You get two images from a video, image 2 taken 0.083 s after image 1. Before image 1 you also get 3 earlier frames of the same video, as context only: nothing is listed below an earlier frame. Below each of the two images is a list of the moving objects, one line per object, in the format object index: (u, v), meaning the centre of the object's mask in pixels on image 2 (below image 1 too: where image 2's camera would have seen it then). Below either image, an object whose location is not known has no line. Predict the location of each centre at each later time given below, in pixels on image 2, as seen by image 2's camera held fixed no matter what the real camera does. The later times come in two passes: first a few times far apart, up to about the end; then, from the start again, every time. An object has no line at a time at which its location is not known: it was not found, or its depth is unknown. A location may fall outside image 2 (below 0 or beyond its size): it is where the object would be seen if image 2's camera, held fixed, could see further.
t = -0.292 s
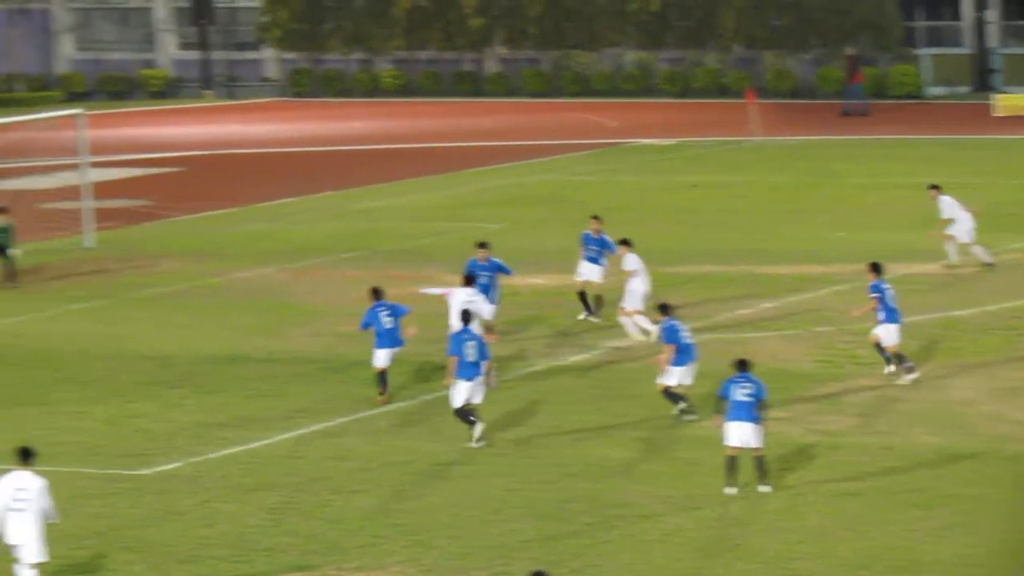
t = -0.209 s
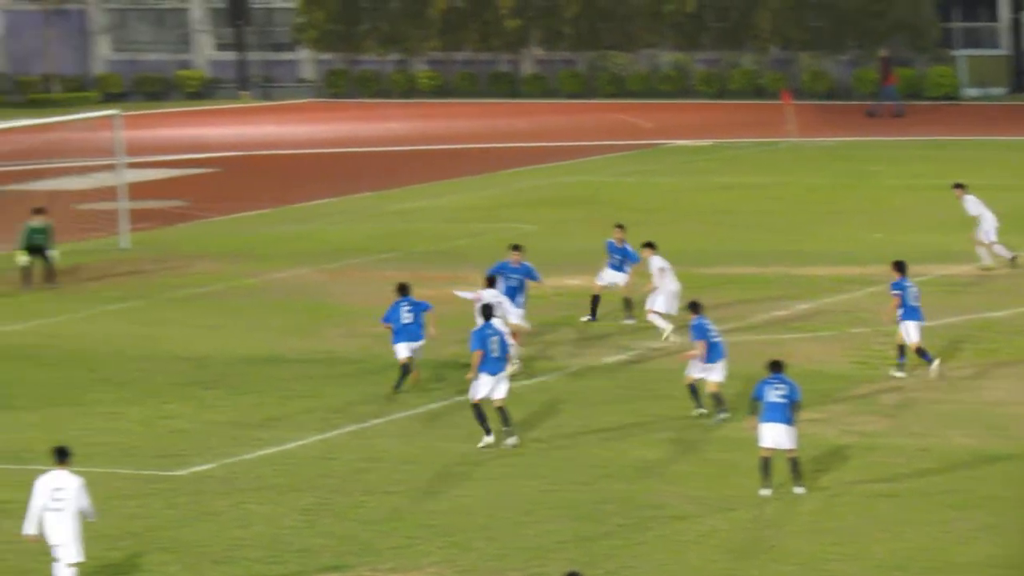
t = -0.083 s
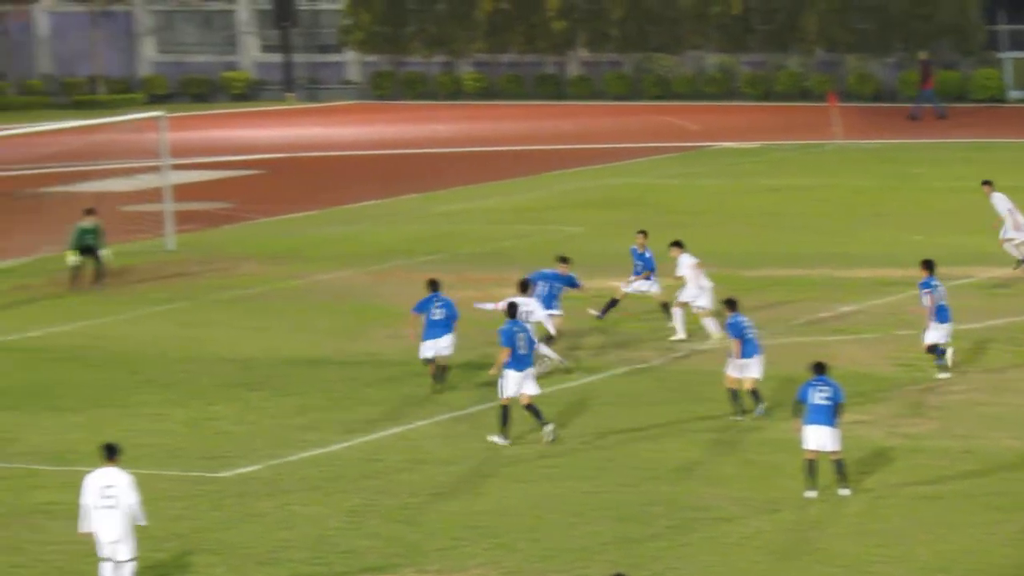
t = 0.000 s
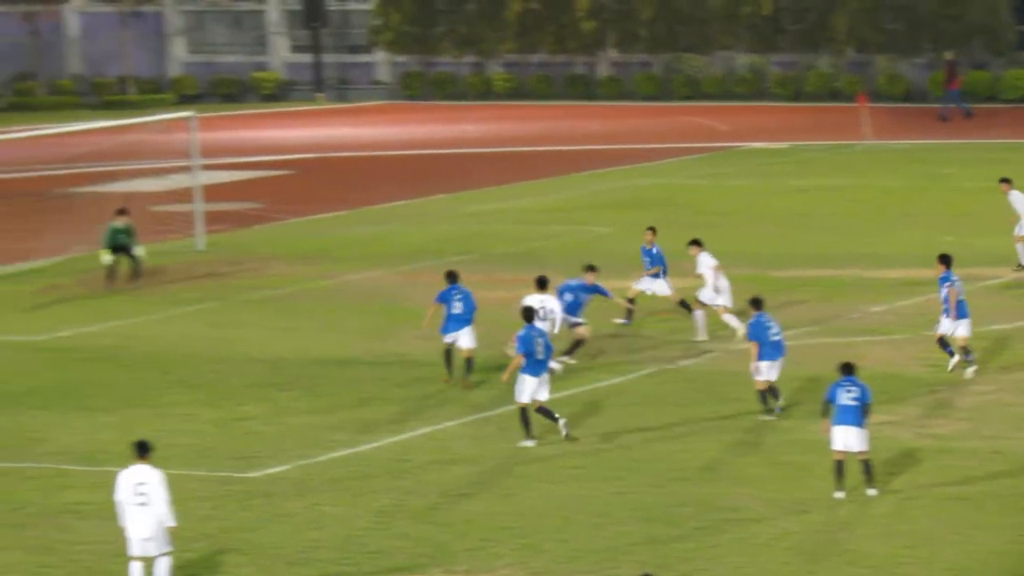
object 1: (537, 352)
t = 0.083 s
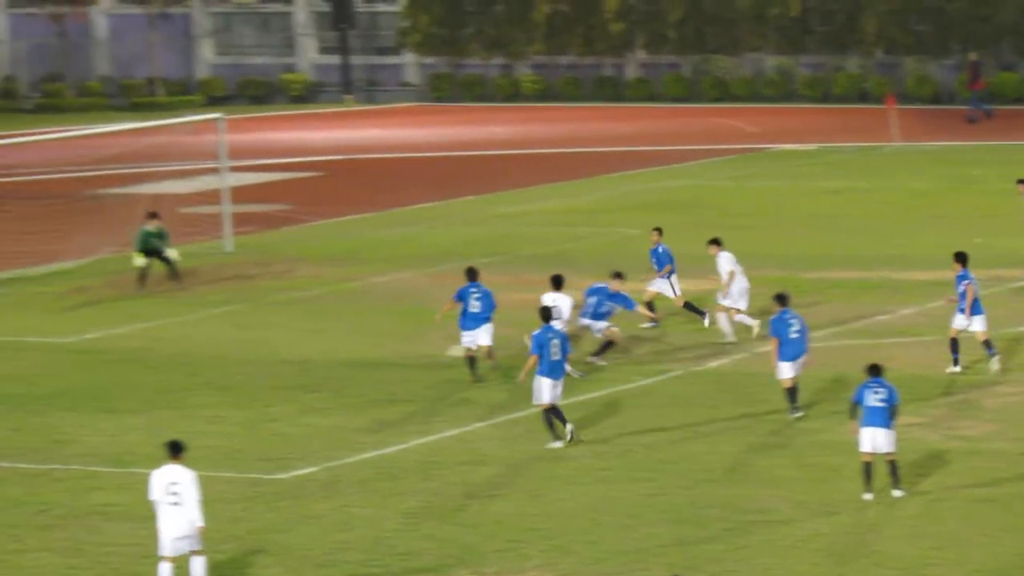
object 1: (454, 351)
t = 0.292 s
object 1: (283, 344)
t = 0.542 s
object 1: (115, 335)
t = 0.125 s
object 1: (419, 351)
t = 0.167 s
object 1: (384, 347)
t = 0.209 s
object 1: (349, 345)
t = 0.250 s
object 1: (316, 344)
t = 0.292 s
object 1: (283, 344)
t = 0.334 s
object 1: (252, 343)
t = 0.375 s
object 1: (224, 340)
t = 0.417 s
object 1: (196, 337)
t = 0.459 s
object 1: (168, 336)
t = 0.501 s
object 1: (142, 336)
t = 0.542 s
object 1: (115, 335)
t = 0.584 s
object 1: (92, 332)
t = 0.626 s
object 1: (69, 328)
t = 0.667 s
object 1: (48, 326)
